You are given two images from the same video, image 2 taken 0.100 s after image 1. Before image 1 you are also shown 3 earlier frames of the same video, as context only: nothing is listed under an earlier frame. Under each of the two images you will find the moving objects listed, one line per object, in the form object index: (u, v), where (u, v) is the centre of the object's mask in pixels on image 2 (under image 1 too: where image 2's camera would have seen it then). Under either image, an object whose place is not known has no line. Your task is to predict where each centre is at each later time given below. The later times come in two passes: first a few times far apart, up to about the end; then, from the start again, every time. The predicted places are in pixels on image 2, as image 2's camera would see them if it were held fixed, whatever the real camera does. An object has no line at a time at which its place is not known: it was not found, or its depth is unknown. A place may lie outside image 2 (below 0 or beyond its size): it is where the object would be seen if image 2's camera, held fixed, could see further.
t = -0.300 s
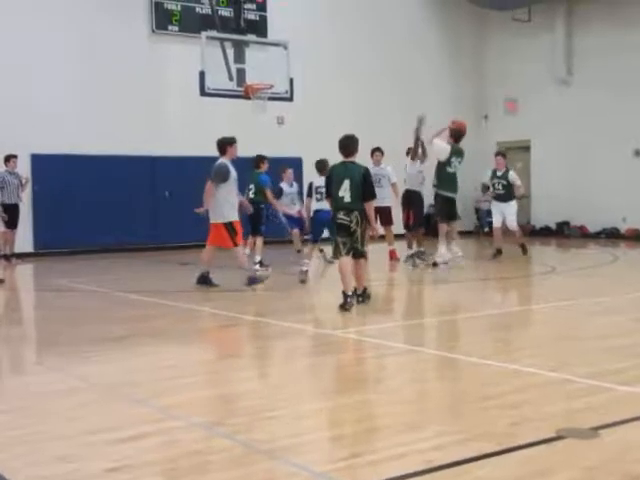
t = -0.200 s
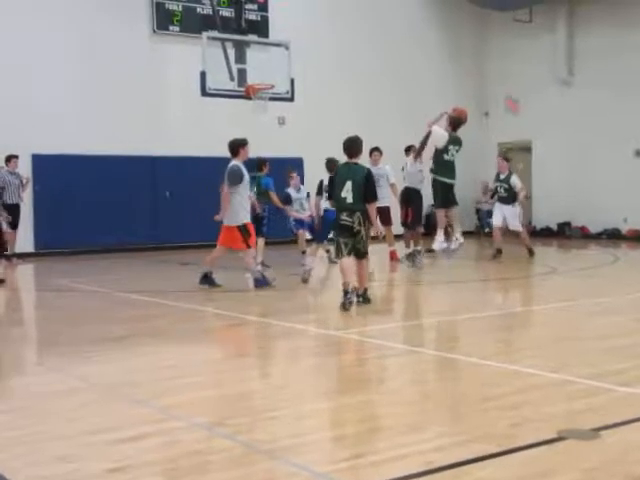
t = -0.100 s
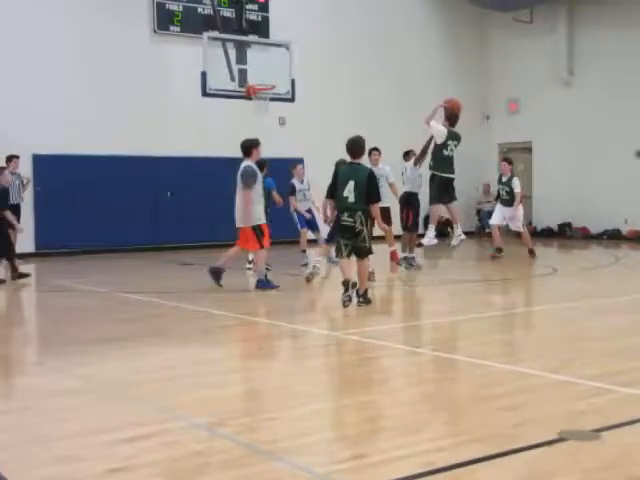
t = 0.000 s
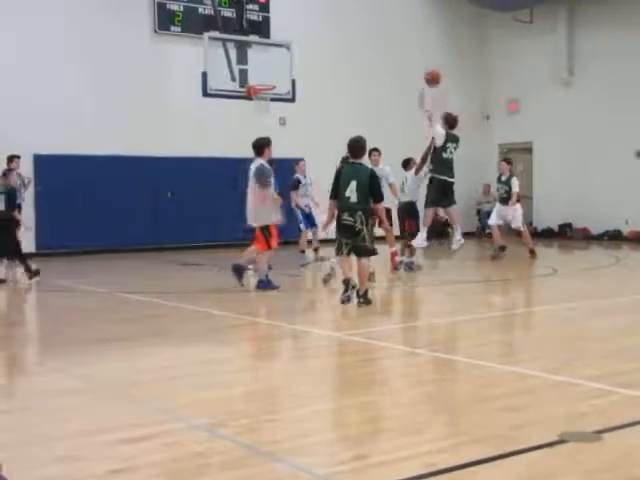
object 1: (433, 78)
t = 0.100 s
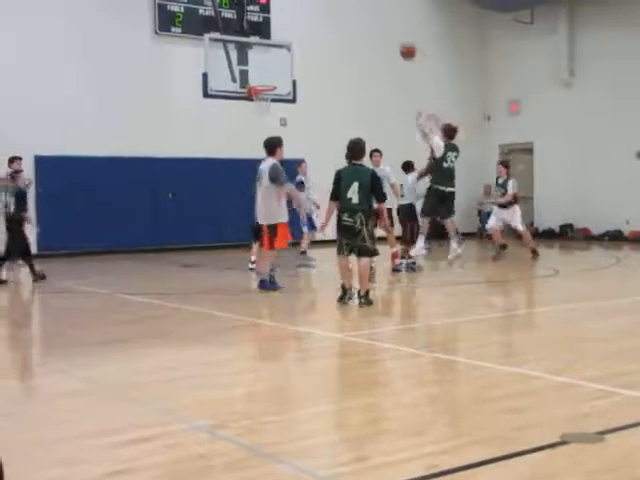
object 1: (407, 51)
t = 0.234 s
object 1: (377, 28)
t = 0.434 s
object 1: (336, 17)
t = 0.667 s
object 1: (294, 35)
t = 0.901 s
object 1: (258, 81)
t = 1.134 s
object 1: (268, 91)
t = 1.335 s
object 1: (258, 98)
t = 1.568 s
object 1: (250, 129)
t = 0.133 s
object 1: (399, 44)
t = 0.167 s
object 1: (392, 39)
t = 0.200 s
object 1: (384, 33)
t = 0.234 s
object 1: (377, 28)
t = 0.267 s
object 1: (370, 24)
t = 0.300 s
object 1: (363, 21)
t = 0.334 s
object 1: (356, 19)
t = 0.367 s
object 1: (349, 18)
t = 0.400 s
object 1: (342, 17)
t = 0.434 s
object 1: (336, 17)
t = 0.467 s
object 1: (330, 18)
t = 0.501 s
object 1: (323, 19)
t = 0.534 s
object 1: (317, 21)
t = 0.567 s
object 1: (311, 24)
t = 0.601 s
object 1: (305, 27)
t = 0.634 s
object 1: (300, 31)
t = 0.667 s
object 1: (294, 35)
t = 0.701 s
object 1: (288, 40)
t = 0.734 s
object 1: (284, 46)
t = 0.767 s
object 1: (278, 51)
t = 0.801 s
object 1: (273, 59)
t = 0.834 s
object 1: (268, 65)
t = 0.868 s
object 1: (263, 73)
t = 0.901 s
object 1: (258, 81)
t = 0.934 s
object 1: (259, 87)
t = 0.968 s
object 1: (265, 89)
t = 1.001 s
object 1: (266, 89)
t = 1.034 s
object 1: (267, 90)
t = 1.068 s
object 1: (267, 90)
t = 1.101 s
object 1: (268, 91)
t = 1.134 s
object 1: (268, 91)
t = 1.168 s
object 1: (268, 91)
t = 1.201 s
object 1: (267, 90)
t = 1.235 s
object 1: (266, 90)
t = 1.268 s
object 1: (266, 90)
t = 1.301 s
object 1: (264, 92)
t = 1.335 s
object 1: (258, 98)
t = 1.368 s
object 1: (256, 102)
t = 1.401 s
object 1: (254, 105)
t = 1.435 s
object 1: (253, 108)
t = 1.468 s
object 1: (252, 112)
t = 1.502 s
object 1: (251, 117)
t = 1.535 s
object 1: (250, 124)
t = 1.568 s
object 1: (250, 129)
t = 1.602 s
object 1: (249, 136)
